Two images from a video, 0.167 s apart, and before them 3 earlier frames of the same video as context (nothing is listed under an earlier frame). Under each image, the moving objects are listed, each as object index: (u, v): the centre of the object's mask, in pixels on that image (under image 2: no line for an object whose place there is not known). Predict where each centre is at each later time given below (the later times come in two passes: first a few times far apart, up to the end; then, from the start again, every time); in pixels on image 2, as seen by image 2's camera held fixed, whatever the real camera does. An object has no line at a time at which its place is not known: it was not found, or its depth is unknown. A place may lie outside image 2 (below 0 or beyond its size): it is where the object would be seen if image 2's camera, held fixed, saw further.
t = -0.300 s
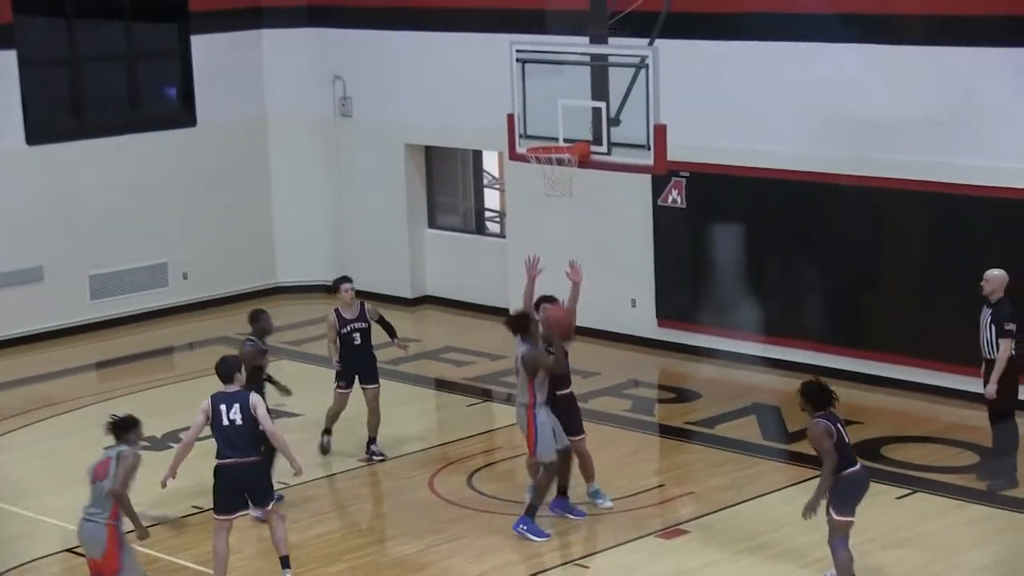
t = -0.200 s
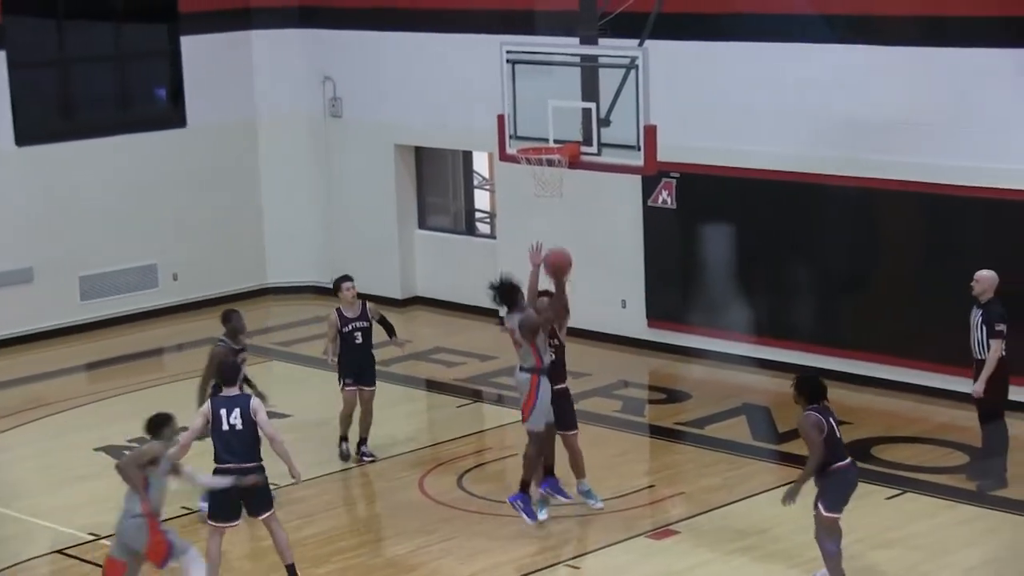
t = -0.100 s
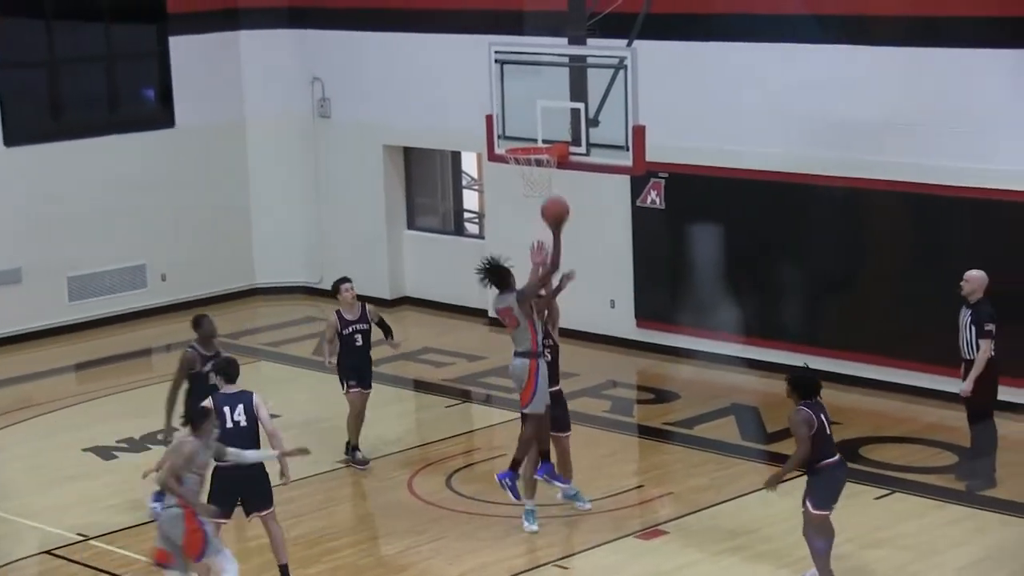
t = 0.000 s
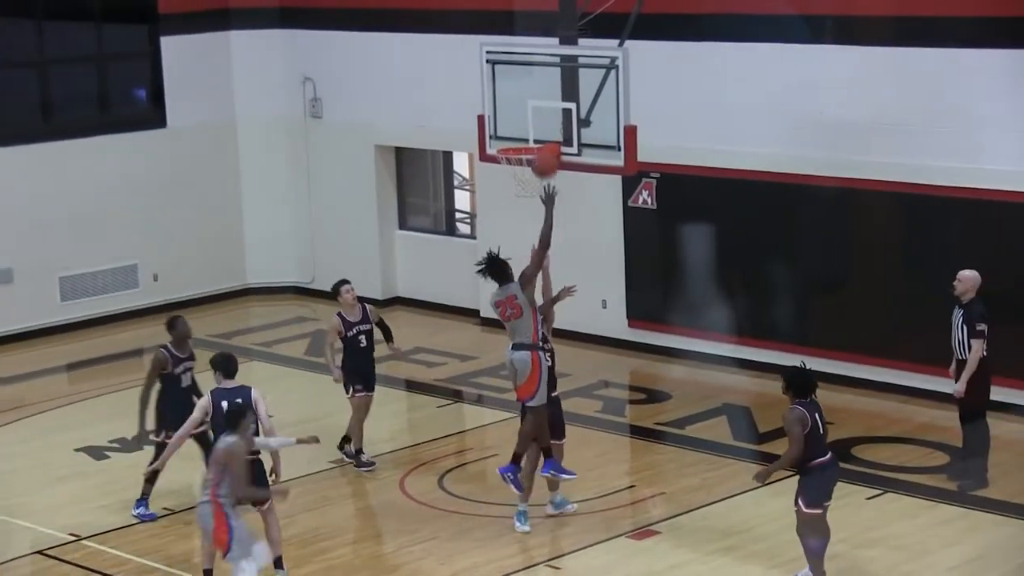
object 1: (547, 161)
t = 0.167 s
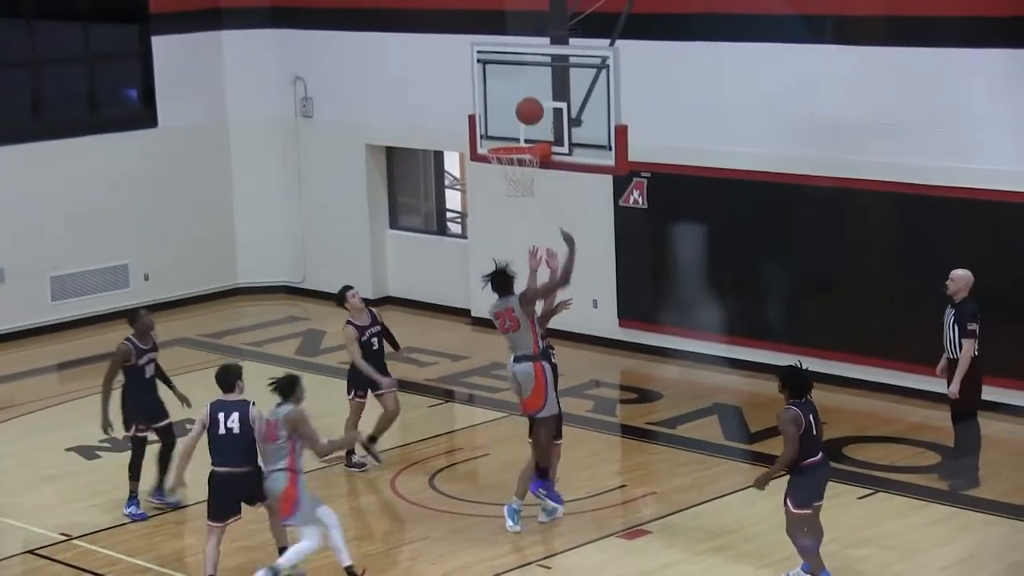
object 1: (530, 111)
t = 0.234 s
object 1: (528, 99)
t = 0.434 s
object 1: (523, 95)
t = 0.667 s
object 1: (520, 131)
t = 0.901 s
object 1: (518, 89)
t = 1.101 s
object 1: (517, 98)
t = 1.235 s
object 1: (517, 127)
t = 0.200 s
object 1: (529, 104)
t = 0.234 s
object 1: (528, 99)
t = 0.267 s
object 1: (527, 95)
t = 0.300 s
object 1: (526, 93)
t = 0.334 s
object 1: (525, 92)
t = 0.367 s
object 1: (524, 92)
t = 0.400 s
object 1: (524, 93)
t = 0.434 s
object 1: (523, 95)
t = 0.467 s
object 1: (522, 98)
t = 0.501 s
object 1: (522, 103)
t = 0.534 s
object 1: (522, 109)
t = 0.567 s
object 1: (521, 116)
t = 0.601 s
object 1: (521, 124)
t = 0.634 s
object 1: (520, 132)
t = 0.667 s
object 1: (520, 131)
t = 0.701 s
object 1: (520, 122)
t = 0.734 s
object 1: (519, 114)
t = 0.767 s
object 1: (519, 107)
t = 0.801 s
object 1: (518, 100)
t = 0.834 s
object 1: (518, 96)
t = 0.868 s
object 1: (518, 92)
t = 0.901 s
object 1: (518, 89)
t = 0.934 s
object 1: (517, 88)
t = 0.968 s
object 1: (517, 87)
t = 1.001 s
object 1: (517, 88)
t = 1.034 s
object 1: (517, 90)
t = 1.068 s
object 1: (517, 94)
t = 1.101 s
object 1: (517, 98)
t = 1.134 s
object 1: (517, 104)
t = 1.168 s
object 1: (517, 111)
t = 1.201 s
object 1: (517, 118)
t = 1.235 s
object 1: (517, 127)
